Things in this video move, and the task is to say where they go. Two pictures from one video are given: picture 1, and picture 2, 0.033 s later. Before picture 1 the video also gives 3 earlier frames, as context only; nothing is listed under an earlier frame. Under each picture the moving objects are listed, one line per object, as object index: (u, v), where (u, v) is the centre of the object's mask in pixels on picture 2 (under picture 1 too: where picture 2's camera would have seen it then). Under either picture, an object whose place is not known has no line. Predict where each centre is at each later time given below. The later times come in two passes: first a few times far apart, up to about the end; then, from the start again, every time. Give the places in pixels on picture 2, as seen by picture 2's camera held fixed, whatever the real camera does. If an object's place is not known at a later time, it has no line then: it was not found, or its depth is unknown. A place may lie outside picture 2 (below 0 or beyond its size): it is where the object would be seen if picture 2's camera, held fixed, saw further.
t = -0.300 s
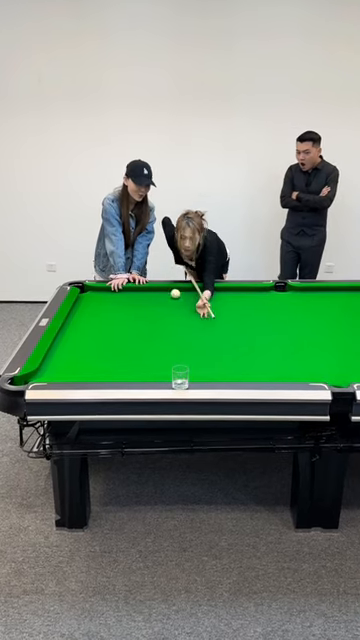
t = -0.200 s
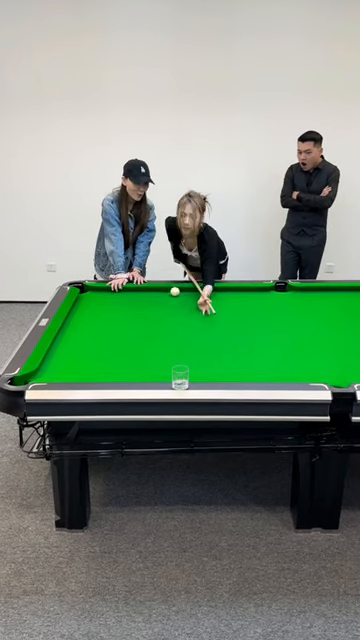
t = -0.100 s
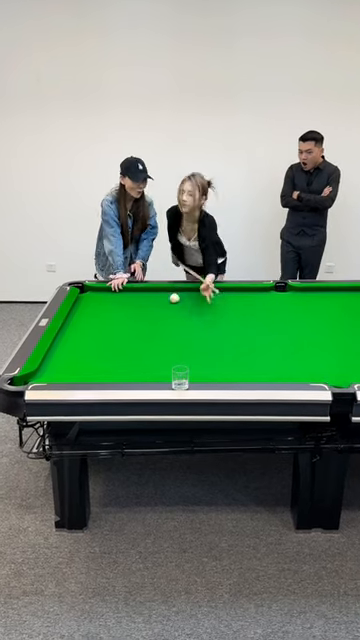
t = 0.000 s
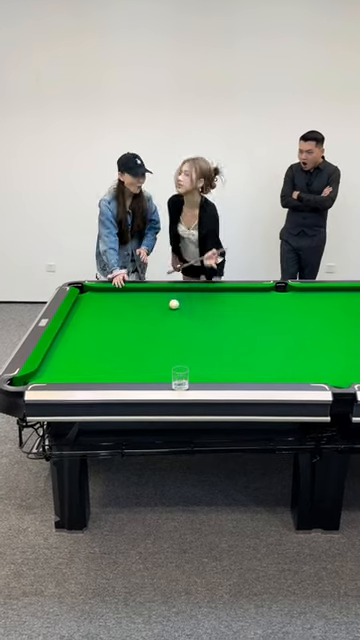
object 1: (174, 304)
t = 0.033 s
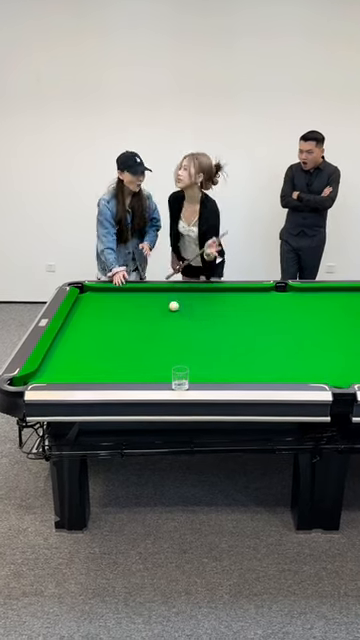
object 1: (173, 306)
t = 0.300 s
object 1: (172, 322)
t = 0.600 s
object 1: (171, 343)
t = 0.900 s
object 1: (169, 368)
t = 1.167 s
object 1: (169, 363)
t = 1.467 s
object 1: (171, 349)
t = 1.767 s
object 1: (172, 336)
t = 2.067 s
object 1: (173, 325)
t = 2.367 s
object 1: (173, 315)
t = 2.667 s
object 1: (174, 307)
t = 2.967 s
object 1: (174, 298)
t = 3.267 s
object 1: (175, 291)
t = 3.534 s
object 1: (175, 293)
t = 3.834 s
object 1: (175, 297)
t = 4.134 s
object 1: (175, 301)
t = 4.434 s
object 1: (175, 305)
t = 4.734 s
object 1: (175, 307)
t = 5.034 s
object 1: (175, 310)
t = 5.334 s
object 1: (175, 313)
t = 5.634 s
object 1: (176, 315)
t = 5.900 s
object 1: (176, 316)
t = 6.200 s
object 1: (176, 317)
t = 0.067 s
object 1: (173, 308)
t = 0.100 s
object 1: (173, 310)
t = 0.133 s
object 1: (173, 312)
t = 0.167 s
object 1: (173, 314)
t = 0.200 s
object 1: (173, 316)
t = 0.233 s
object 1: (173, 318)
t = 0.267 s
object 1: (172, 320)
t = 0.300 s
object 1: (172, 322)
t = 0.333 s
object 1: (172, 325)
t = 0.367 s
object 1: (172, 327)
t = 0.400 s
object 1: (172, 329)
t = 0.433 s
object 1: (172, 331)
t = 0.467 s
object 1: (171, 334)
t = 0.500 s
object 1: (171, 336)
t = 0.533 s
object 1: (171, 339)
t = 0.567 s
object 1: (171, 341)
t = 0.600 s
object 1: (171, 343)
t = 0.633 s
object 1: (171, 346)
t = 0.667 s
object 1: (170, 349)
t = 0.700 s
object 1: (170, 351)
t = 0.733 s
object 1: (170, 354)
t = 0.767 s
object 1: (170, 357)
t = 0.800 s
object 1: (169, 360)
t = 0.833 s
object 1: (169, 362)
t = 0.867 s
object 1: (169, 365)
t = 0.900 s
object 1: (169, 368)
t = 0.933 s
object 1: (168, 370)
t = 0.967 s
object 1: (168, 372)
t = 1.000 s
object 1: (168, 372)
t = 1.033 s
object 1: (168, 370)
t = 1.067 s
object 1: (169, 369)
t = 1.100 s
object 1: (169, 367)
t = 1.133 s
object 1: (169, 365)
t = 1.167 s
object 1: (169, 363)
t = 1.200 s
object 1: (169, 362)
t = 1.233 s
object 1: (169, 360)
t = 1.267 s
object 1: (170, 358)
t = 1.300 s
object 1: (170, 357)
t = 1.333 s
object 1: (170, 355)
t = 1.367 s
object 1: (170, 353)
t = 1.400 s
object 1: (170, 352)
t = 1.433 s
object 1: (171, 350)
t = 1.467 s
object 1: (171, 349)
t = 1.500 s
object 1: (171, 347)
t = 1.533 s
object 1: (171, 346)
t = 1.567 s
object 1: (171, 344)
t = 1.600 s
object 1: (171, 343)
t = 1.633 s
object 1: (171, 341)
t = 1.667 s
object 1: (171, 340)
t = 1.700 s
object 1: (171, 339)
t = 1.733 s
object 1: (171, 337)
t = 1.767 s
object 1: (172, 336)
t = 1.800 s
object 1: (172, 335)
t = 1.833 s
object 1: (172, 333)
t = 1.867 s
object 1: (172, 332)
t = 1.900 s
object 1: (172, 331)
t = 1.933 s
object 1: (172, 330)
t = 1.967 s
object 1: (172, 329)
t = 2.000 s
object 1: (172, 327)
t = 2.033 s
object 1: (172, 326)
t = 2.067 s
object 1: (173, 325)
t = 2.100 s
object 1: (173, 324)
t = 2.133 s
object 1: (173, 323)
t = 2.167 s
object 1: (173, 322)
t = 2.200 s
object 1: (173, 320)
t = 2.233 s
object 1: (173, 319)
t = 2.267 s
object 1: (173, 318)
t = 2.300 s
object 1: (173, 317)
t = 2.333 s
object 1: (173, 316)
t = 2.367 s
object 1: (173, 315)
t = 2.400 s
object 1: (173, 314)
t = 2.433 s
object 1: (173, 313)
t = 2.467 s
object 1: (173, 312)
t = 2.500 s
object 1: (173, 311)
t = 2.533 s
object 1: (173, 310)
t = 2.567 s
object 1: (173, 309)
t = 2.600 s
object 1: (173, 308)
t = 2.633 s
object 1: (174, 307)
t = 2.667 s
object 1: (174, 307)
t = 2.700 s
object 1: (174, 305)
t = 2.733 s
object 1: (174, 305)
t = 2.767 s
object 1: (174, 304)
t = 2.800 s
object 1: (174, 303)
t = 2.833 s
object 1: (174, 302)
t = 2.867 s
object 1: (174, 301)
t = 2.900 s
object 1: (174, 300)
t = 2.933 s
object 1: (174, 299)
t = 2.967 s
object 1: (174, 298)
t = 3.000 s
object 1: (174, 298)
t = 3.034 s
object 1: (174, 297)
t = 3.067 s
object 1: (174, 296)
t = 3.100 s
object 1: (174, 295)
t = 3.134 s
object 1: (174, 294)
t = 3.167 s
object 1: (174, 294)
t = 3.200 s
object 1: (175, 293)
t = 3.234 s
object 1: (174, 292)
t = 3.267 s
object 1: (175, 291)
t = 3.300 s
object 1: (175, 290)
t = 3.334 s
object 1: (175, 290)
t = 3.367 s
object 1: (175, 290)
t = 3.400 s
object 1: (175, 291)
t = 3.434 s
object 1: (175, 291)
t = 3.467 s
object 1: (175, 292)
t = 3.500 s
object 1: (175, 292)
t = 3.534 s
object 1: (175, 293)
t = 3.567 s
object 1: (175, 293)
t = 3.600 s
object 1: (175, 294)
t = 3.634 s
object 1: (175, 294)
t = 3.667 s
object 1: (175, 294)
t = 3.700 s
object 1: (175, 295)
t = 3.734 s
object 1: (175, 295)
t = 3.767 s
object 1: (175, 296)
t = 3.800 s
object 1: (175, 296)
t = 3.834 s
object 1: (175, 297)
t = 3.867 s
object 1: (175, 297)
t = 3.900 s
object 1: (175, 298)
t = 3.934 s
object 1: (175, 298)
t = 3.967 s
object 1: (175, 299)
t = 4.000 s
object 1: (175, 299)
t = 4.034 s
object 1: (175, 299)
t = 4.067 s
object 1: (175, 300)
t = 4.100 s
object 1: (175, 300)
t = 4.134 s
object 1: (175, 301)
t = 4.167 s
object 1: (175, 301)
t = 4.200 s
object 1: (175, 301)
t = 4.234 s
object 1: (175, 302)
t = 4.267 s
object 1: (175, 302)
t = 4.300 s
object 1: (175, 303)
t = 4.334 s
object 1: (175, 303)
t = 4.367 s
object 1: (175, 304)
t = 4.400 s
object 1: (175, 304)
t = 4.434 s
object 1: (175, 305)
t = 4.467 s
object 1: (175, 305)
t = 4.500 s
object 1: (175, 305)
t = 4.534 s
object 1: (175, 305)
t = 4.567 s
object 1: (175, 306)
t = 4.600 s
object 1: (175, 306)
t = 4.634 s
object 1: (175, 307)
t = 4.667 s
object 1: (175, 307)
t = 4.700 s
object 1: (175, 307)
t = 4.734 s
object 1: (175, 307)
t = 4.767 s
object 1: (175, 308)
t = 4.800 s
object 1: (175, 308)
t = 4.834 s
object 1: (175, 309)
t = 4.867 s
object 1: (175, 309)
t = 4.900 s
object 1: (175, 309)
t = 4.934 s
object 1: (175, 310)
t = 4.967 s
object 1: (175, 310)
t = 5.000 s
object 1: (175, 310)
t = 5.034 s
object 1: (175, 310)
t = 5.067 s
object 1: (175, 311)
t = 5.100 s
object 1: (175, 311)
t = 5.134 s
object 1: (175, 311)
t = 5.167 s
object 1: (175, 311)
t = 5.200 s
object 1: (175, 312)
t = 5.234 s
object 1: (175, 312)
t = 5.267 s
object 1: (175, 312)
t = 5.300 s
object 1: (175, 313)
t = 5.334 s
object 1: (175, 313)
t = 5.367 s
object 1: (175, 313)
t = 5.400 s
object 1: (175, 313)
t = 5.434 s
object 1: (175, 313)
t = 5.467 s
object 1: (175, 314)
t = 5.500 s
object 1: (175, 314)
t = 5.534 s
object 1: (175, 314)
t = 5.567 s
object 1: (175, 314)
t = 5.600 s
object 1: (175, 314)
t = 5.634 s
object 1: (176, 315)
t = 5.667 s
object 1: (176, 315)
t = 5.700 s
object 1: (175, 315)
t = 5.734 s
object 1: (176, 315)
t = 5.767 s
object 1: (176, 315)
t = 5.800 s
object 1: (176, 315)
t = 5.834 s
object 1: (176, 316)
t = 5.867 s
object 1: (176, 316)
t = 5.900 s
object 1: (176, 316)
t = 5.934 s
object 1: (176, 316)
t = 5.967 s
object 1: (176, 316)
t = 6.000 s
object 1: (176, 316)
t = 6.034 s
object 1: (176, 316)
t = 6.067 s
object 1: (176, 317)
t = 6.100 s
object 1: (176, 317)
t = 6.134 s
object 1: (176, 317)
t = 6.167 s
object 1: (176, 317)
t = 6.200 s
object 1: (176, 317)
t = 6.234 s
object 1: (176, 317)
